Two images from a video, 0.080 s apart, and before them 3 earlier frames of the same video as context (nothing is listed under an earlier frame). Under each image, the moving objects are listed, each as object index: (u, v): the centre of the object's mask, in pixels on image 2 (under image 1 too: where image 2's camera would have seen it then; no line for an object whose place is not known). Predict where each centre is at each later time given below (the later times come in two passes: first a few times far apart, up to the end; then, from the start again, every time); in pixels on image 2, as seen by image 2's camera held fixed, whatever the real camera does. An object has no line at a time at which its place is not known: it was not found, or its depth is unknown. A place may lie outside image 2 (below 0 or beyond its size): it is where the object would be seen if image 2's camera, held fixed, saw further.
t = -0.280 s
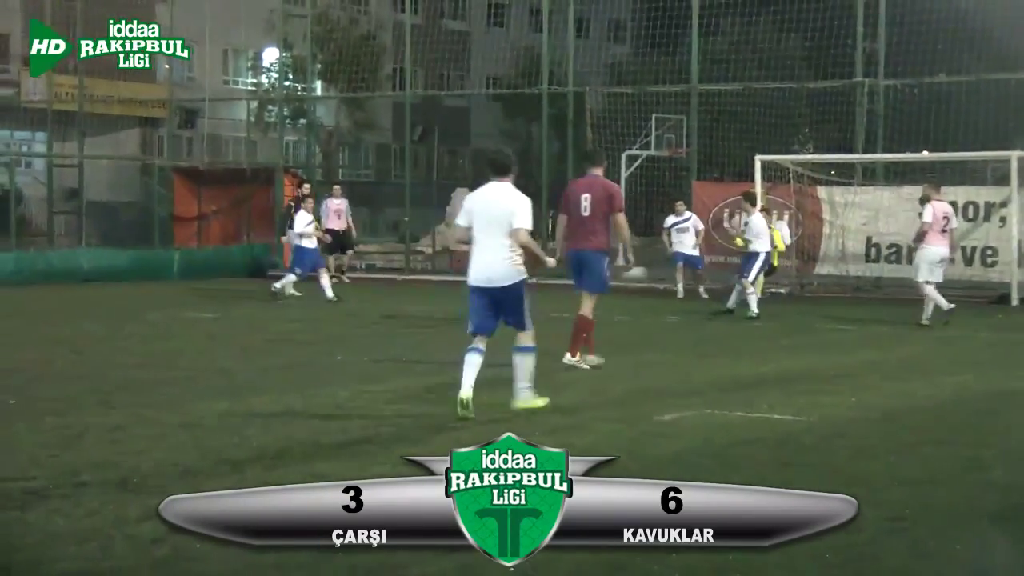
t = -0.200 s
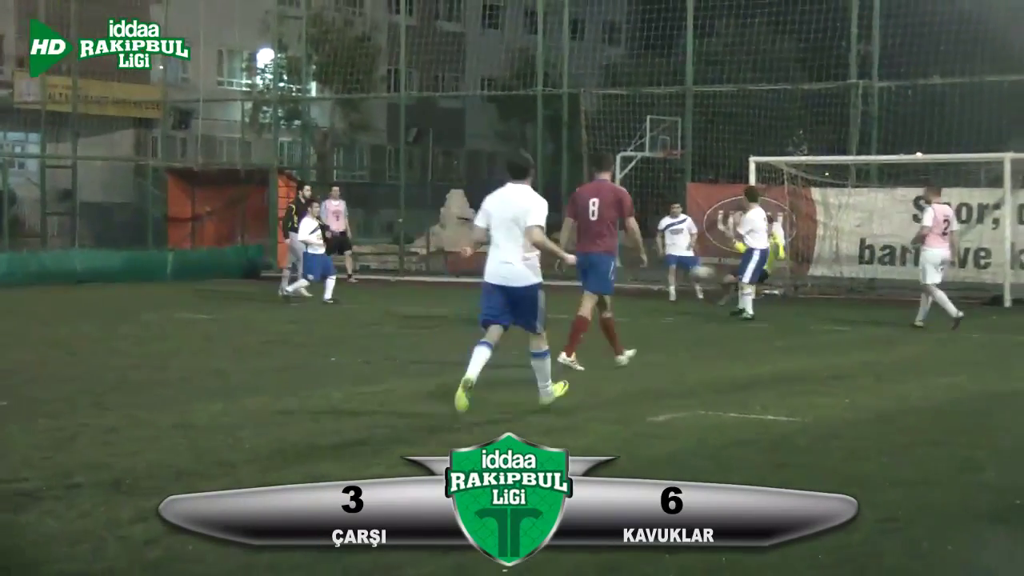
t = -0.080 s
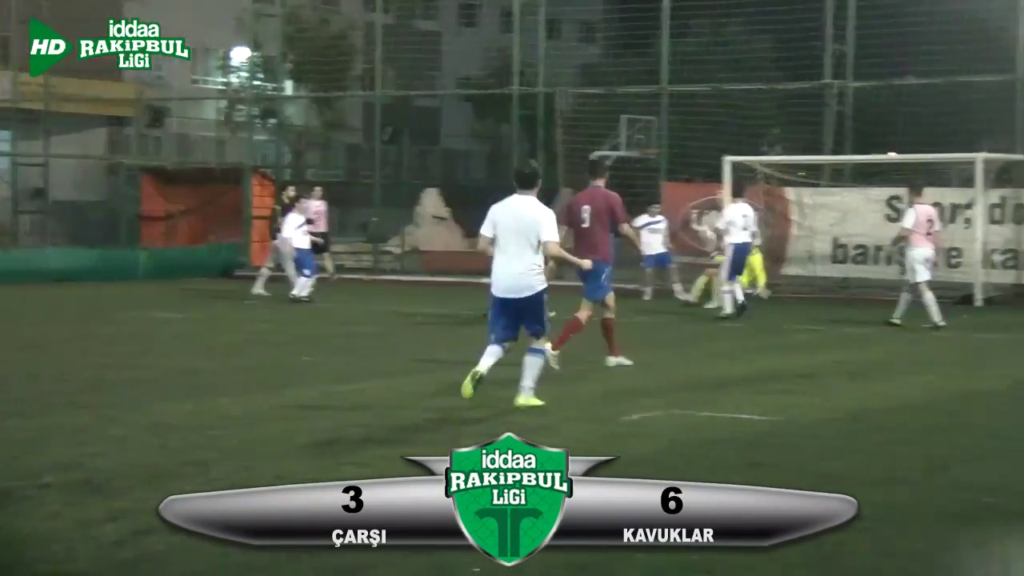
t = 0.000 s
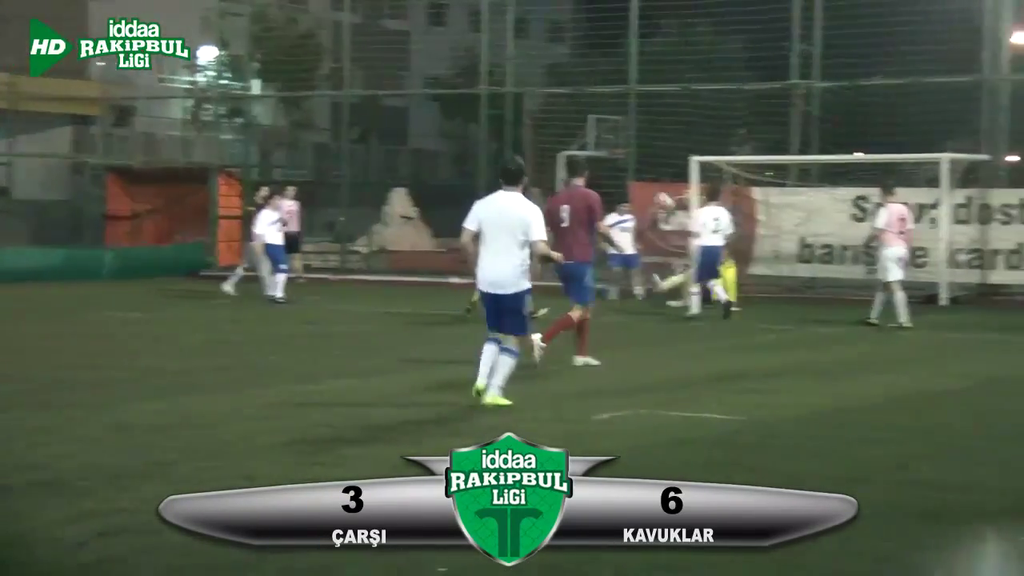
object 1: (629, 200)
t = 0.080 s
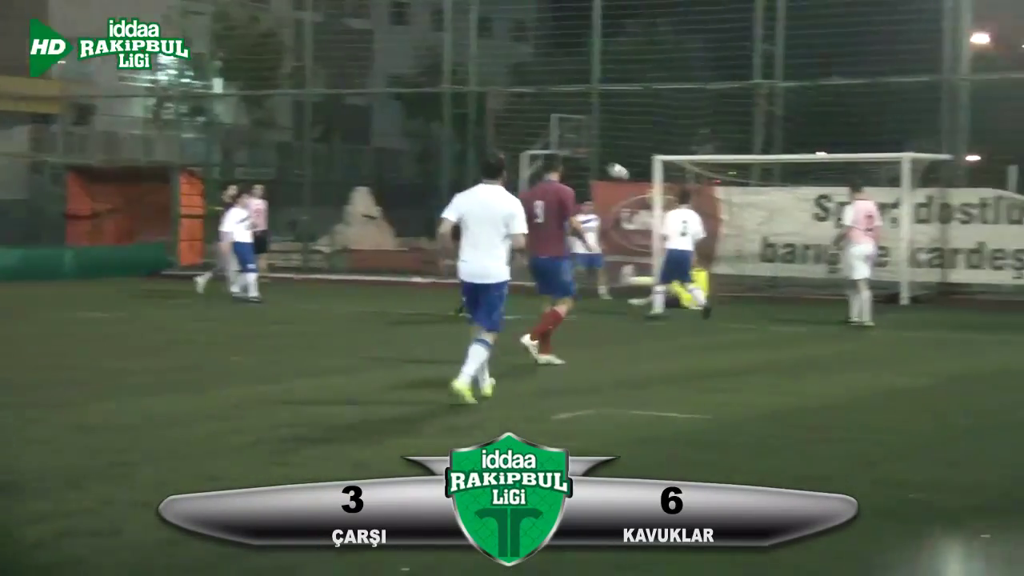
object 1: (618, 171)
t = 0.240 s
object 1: (596, 126)
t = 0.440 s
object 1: (571, 95)
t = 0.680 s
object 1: (549, 92)
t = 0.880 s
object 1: (531, 119)
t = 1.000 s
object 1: (521, 148)
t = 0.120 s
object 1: (612, 158)
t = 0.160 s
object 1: (607, 147)
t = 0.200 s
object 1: (602, 136)
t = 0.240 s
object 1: (596, 126)
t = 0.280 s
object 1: (591, 118)
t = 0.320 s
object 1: (586, 111)
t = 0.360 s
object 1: (581, 104)
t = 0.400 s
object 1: (577, 99)
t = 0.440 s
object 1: (571, 95)
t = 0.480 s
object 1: (567, 92)
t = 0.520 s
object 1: (563, 89)
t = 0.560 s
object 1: (560, 89)
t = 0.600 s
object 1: (556, 89)
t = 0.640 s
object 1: (553, 90)
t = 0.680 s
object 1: (549, 92)
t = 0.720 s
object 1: (546, 95)
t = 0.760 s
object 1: (542, 100)
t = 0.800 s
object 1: (539, 105)
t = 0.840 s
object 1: (535, 112)
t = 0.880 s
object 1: (531, 119)
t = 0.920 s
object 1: (528, 128)
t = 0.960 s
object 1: (524, 137)
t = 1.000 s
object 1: (521, 148)
